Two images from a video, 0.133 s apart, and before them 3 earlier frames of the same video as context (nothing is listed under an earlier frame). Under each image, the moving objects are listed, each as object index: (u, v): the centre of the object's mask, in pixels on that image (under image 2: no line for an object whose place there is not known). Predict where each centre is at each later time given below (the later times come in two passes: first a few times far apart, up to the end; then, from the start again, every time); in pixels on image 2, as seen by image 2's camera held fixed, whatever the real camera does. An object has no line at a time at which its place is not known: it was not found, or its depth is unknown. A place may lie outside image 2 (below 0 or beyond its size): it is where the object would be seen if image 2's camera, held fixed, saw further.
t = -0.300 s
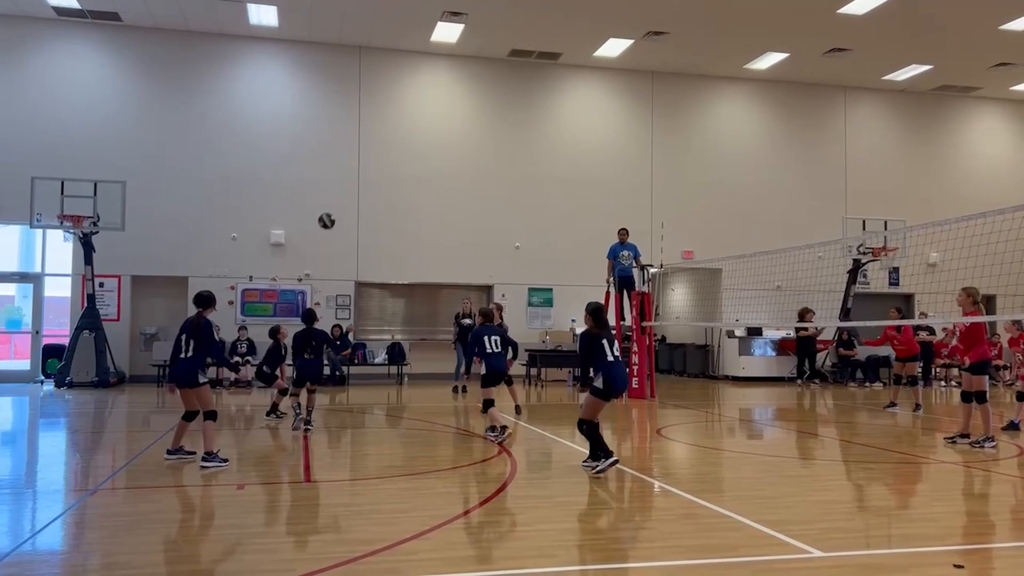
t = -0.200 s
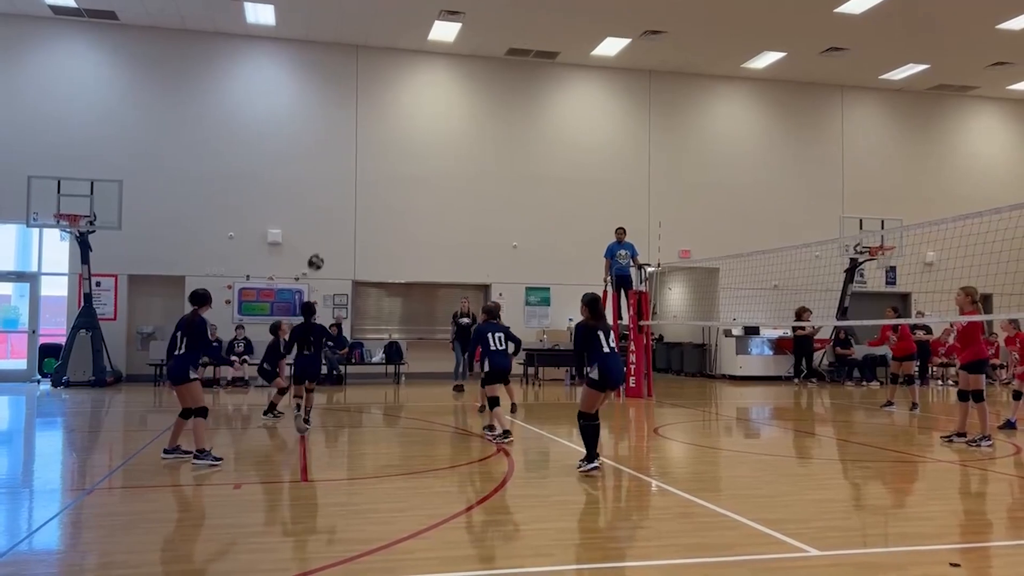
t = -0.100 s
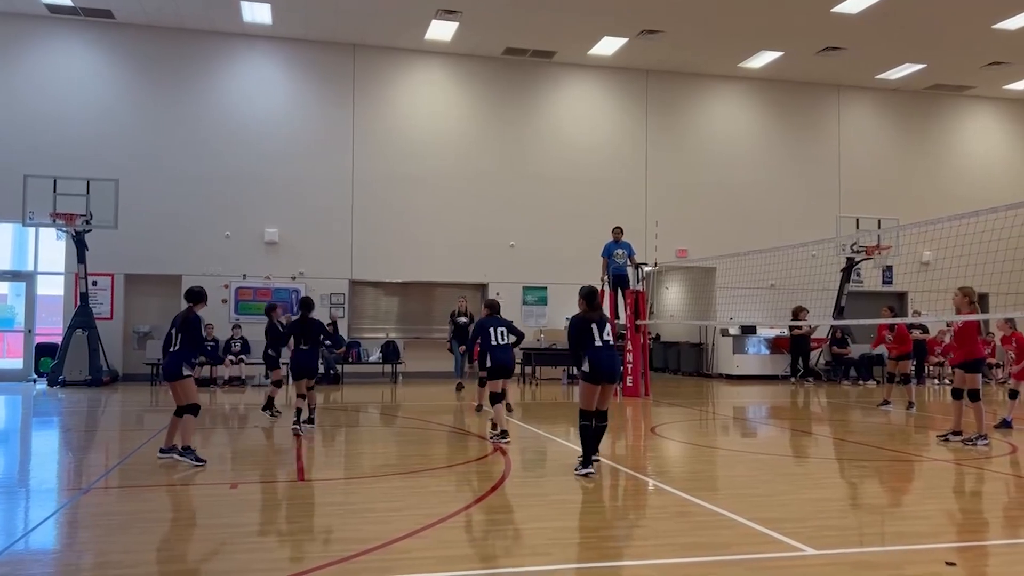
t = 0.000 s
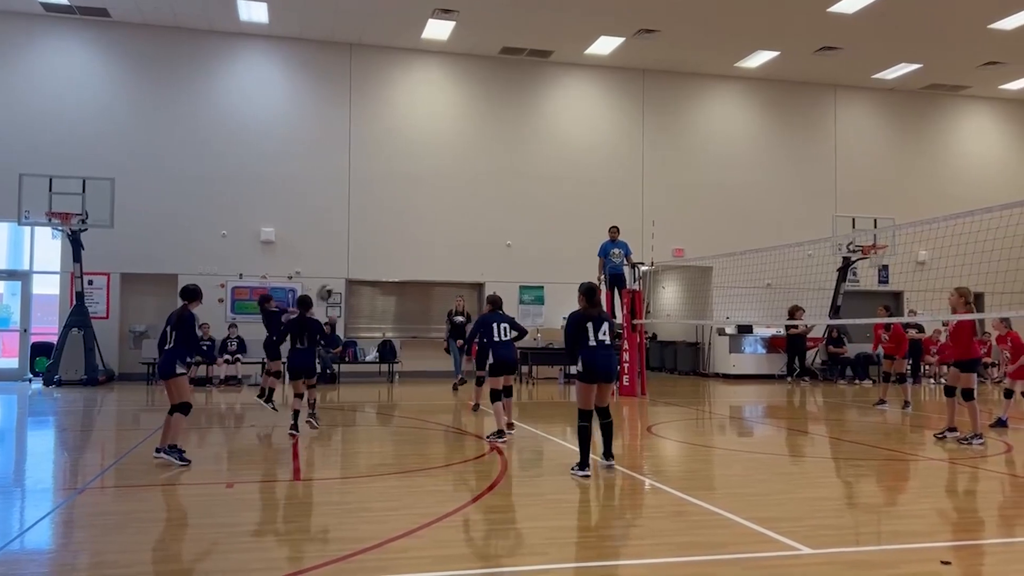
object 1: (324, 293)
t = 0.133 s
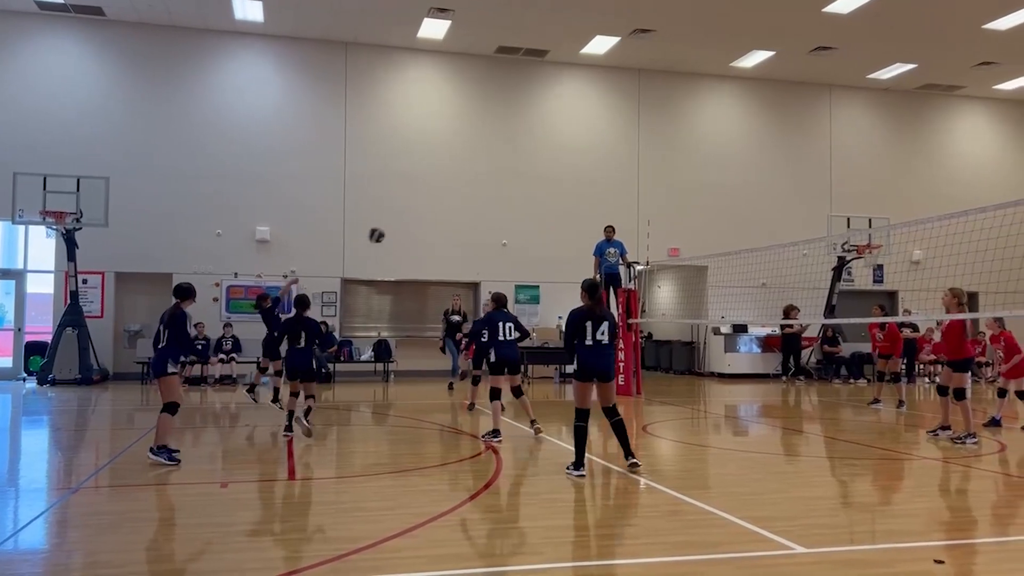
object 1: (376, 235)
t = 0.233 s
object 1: (417, 202)
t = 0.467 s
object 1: (511, 158)
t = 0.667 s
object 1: (589, 153)
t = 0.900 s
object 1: (677, 187)
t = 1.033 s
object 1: (726, 225)
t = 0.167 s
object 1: (390, 223)
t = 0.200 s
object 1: (403, 212)
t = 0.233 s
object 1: (417, 202)
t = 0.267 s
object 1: (431, 193)
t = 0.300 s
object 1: (444, 185)
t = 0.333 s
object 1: (458, 178)
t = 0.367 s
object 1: (471, 171)
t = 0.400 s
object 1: (484, 165)
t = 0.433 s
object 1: (498, 160)
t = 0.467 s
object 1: (511, 158)
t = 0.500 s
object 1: (524, 155)
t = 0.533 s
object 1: (537, 153)
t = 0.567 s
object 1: (550, 151)
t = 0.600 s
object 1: (563, 151)
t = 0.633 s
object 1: (576, 151)
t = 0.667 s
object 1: (589, 153)
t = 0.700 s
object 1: (601, 156)
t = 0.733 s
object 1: (614, 158)
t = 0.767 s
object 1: (627, 162)
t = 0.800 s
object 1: (640, 167)
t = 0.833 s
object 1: (652, 173)
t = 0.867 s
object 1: (665, 180)
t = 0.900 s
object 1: (677, 187)
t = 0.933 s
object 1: (689, 195)
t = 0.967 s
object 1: (702, 204)
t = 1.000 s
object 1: (714, 214)
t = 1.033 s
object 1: (726, 225)
